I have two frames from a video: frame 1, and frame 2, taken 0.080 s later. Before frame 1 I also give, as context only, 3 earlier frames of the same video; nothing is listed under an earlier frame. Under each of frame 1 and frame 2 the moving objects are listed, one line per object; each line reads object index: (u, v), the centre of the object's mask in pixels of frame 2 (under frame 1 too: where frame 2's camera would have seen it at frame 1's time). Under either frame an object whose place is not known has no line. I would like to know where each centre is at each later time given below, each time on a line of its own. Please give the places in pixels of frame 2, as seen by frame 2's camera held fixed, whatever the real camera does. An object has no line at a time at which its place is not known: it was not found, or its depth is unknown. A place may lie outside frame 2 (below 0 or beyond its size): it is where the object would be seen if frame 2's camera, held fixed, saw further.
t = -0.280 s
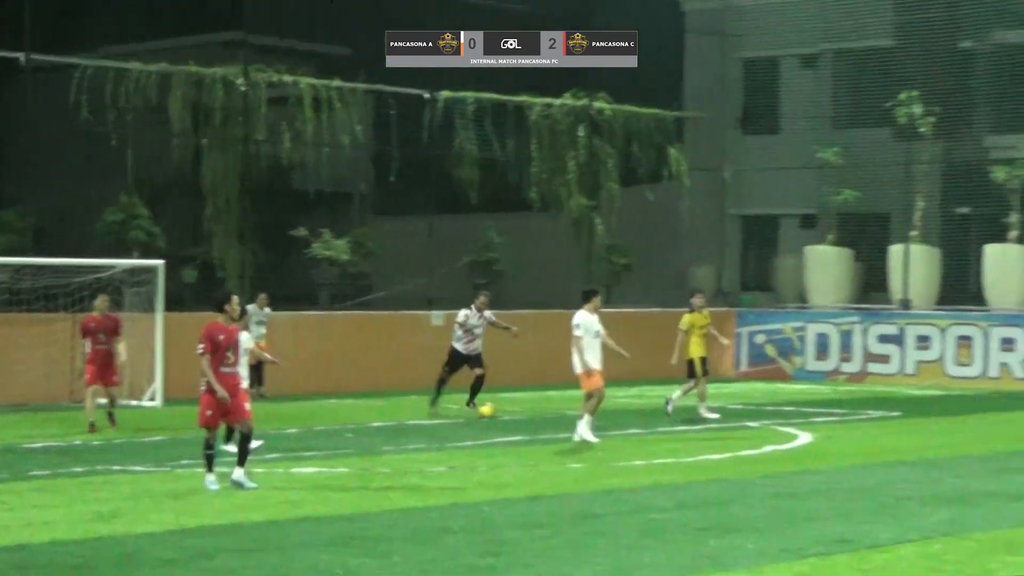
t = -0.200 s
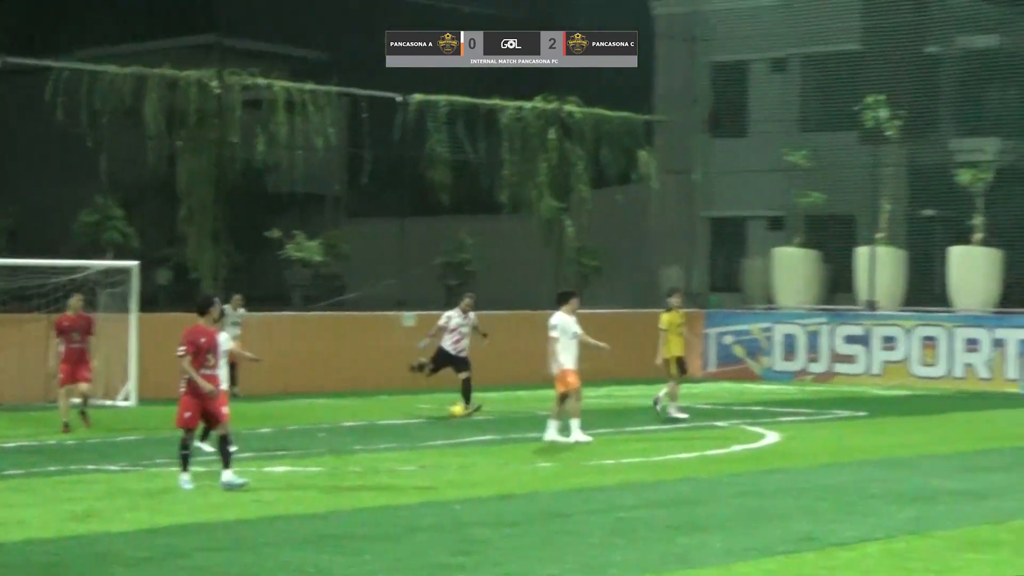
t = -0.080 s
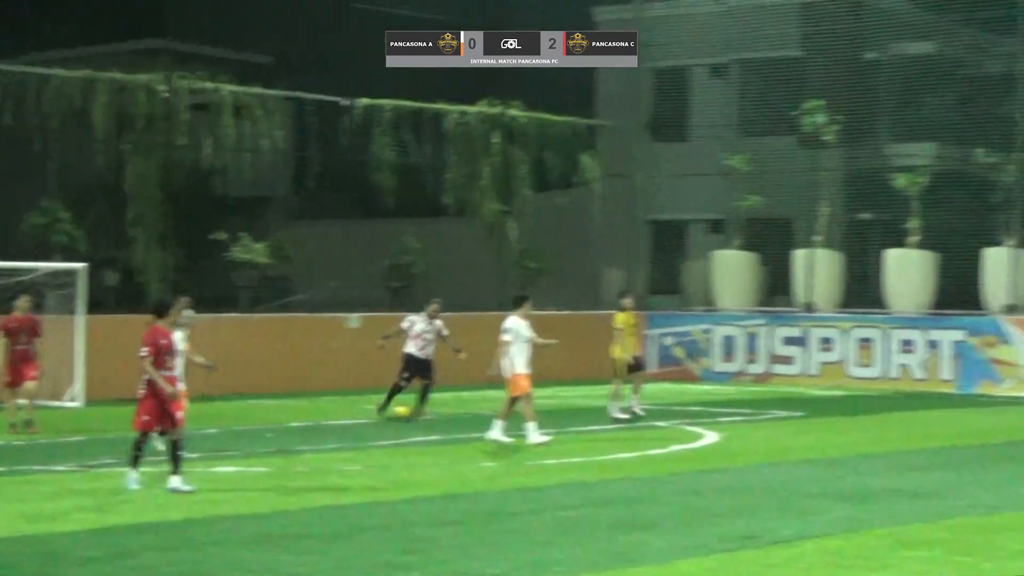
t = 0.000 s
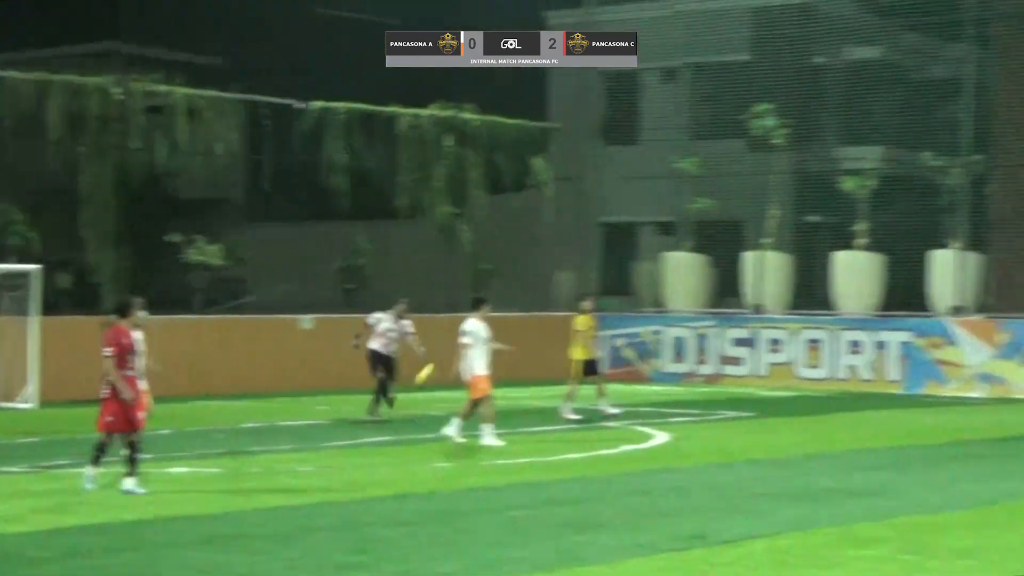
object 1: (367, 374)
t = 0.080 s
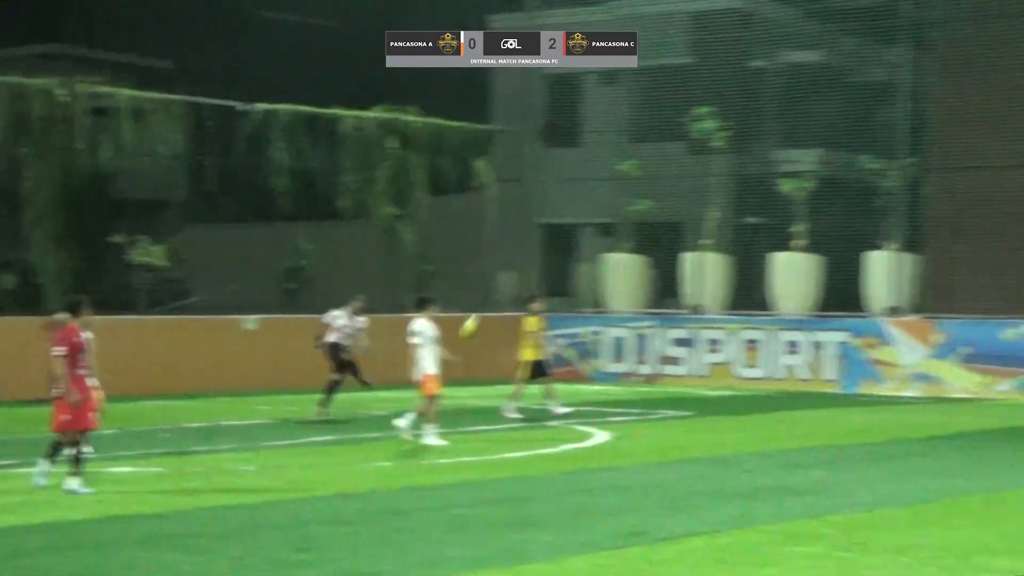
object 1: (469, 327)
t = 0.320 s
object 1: (799, 184)
